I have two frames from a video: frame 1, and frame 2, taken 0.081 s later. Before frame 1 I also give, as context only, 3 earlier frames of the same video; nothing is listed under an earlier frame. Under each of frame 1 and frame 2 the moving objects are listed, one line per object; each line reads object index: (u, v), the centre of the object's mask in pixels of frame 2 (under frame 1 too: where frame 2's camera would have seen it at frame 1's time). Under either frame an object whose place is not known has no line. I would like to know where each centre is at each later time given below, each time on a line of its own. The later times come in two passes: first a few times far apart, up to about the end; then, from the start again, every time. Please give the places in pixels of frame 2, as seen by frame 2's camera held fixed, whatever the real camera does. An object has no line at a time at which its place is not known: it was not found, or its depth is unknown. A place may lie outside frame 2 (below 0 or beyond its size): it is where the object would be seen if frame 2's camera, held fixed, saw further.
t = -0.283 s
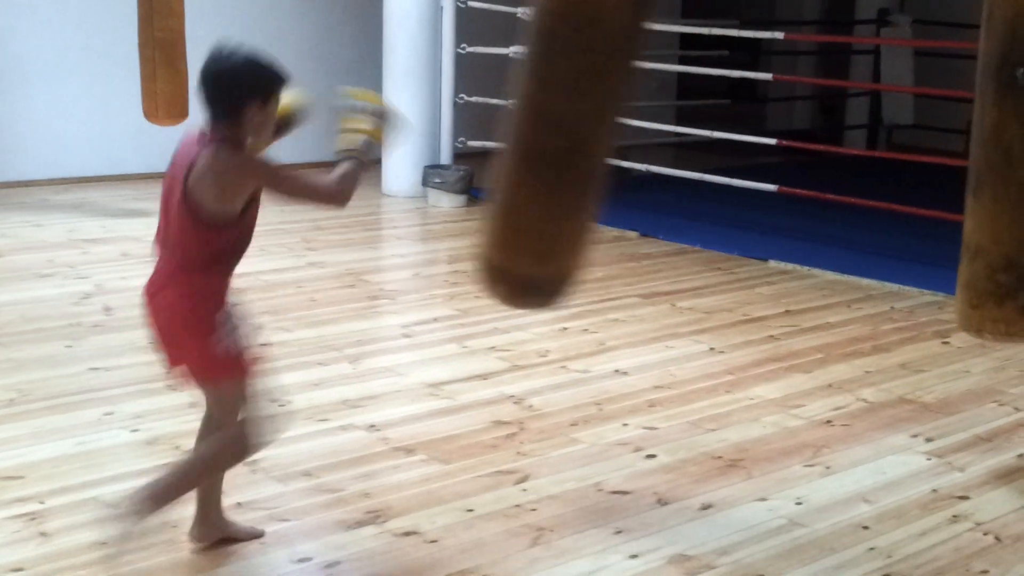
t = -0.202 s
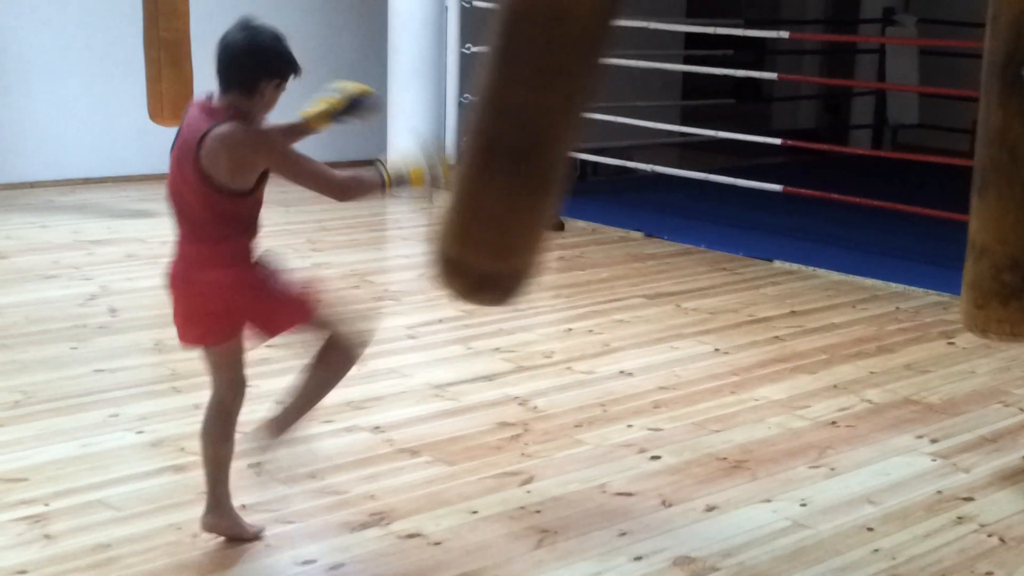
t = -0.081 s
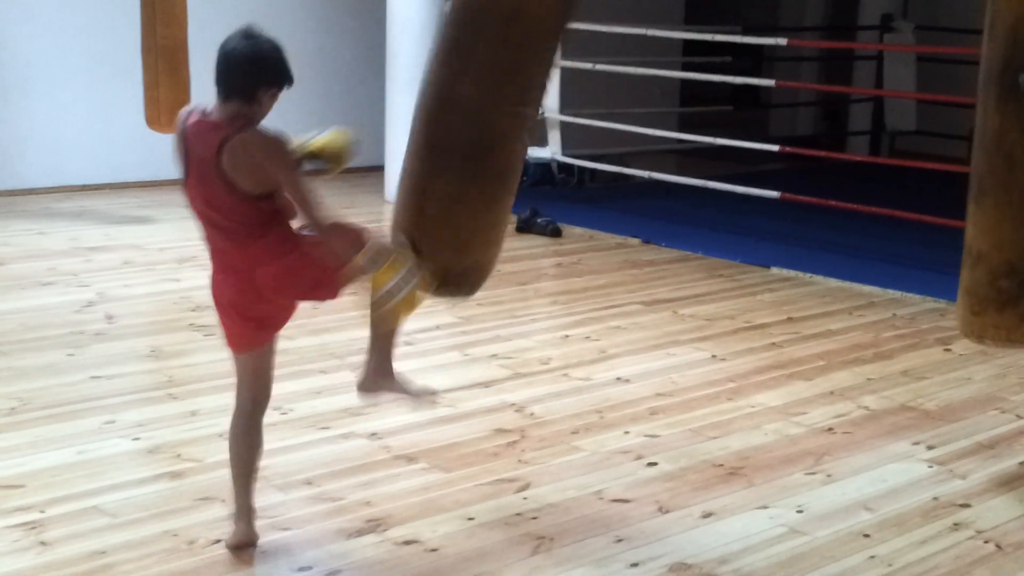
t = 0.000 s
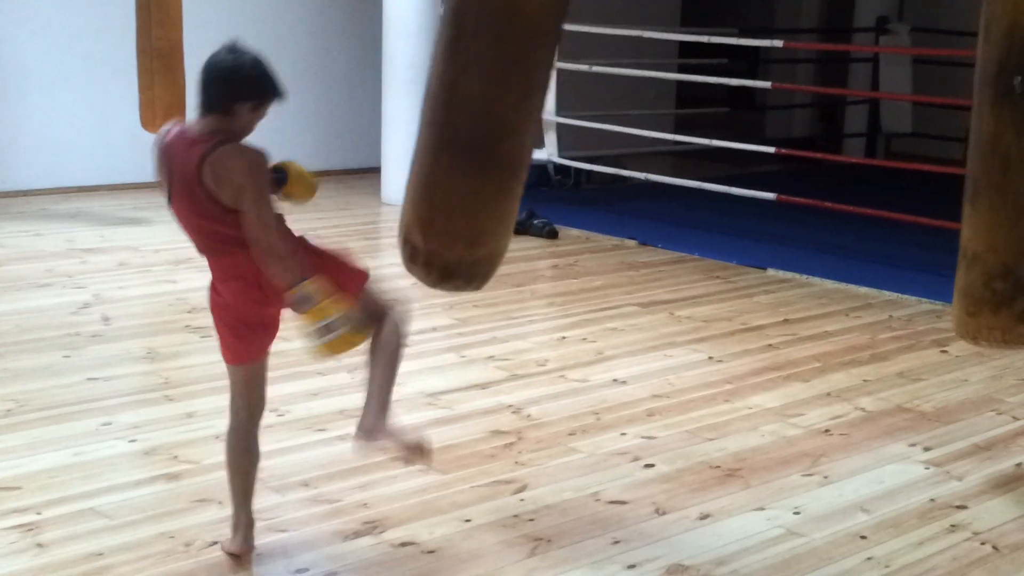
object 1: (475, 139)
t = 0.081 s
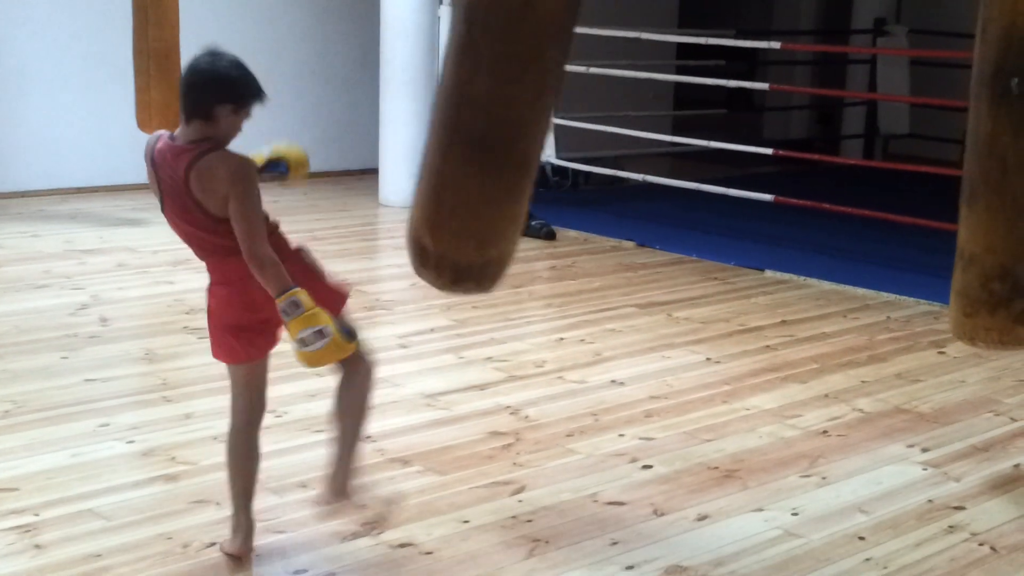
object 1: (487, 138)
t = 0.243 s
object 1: (522, 156)
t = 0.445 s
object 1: (601, 168)
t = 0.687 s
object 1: (713, 184)
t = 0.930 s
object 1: (819, 188)
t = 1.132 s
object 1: (874, 190)
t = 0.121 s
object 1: (492, 142)
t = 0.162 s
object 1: (499, 146)
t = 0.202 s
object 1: (513, 152)
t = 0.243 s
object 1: (522, 156)
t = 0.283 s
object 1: (534, 156)
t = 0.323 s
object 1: (550, 158)
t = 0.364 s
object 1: (568, 162)
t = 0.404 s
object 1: (585, 165)
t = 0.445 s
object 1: (601, 168)
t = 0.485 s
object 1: (620, 168)
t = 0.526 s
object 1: (639, 170)
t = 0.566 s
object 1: (656, 171)
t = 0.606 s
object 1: (679, 174)
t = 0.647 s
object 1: (702, 180)
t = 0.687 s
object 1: (713, 184)
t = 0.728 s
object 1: (731, 185)
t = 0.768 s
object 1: (757, 186)
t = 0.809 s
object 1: (778, 187)
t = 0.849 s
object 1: (796, 189)
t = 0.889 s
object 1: (808, 190)
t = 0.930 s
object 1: (819, 188)
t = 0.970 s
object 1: (839, 189)
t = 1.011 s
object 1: (850, 188)
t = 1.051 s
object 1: (860, 187)
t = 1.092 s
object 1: (868, 188)
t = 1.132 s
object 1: (874, 190)
